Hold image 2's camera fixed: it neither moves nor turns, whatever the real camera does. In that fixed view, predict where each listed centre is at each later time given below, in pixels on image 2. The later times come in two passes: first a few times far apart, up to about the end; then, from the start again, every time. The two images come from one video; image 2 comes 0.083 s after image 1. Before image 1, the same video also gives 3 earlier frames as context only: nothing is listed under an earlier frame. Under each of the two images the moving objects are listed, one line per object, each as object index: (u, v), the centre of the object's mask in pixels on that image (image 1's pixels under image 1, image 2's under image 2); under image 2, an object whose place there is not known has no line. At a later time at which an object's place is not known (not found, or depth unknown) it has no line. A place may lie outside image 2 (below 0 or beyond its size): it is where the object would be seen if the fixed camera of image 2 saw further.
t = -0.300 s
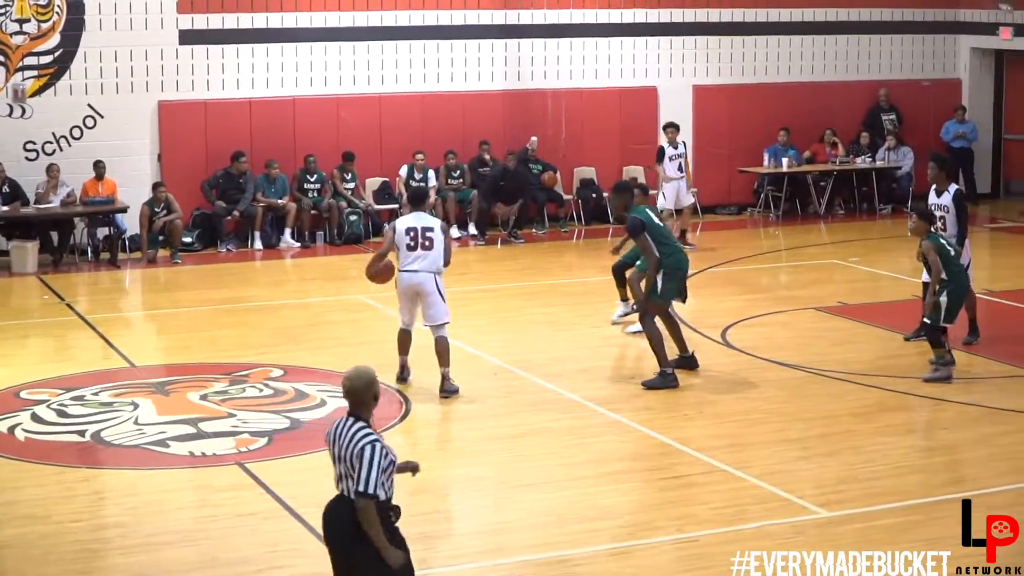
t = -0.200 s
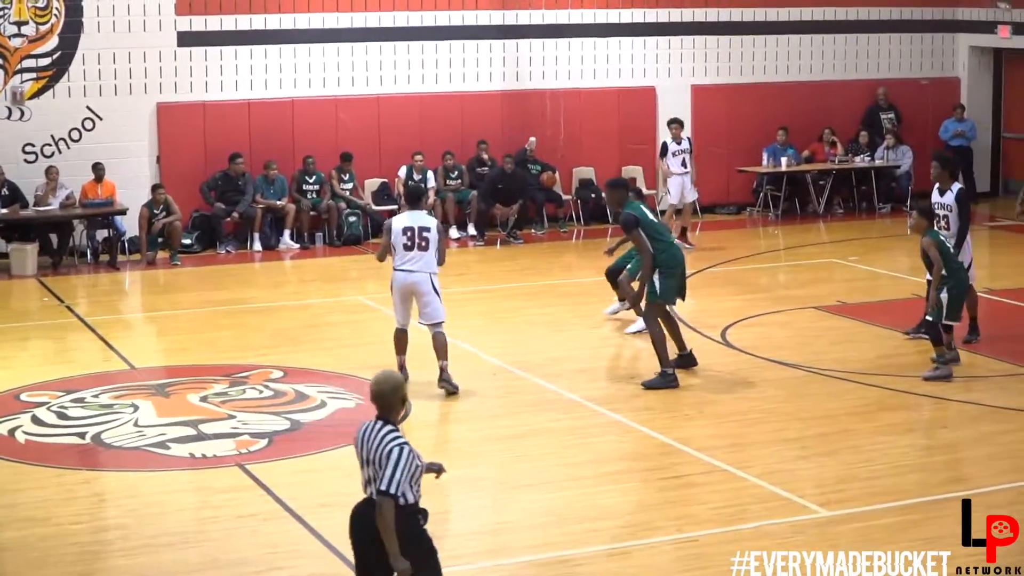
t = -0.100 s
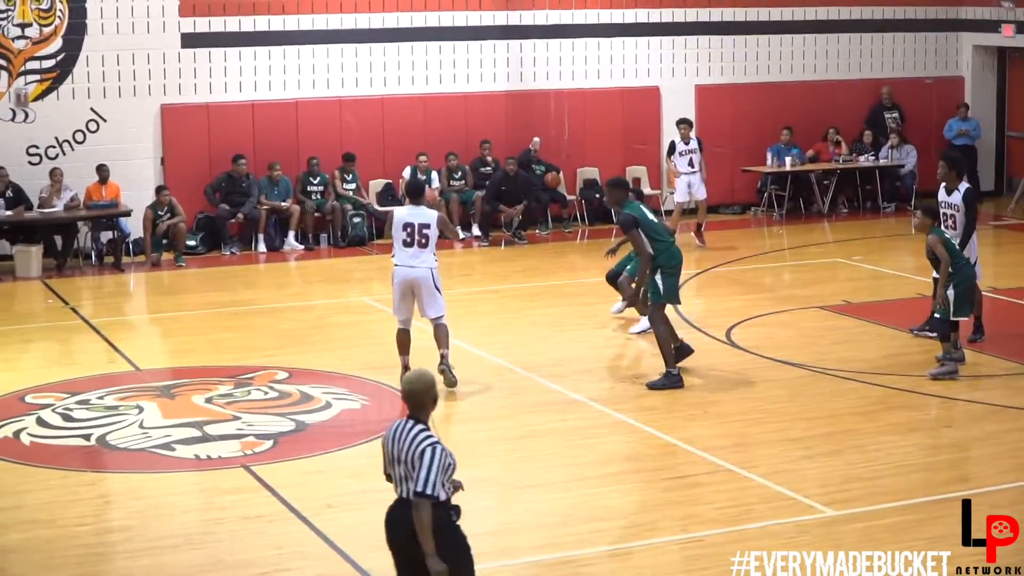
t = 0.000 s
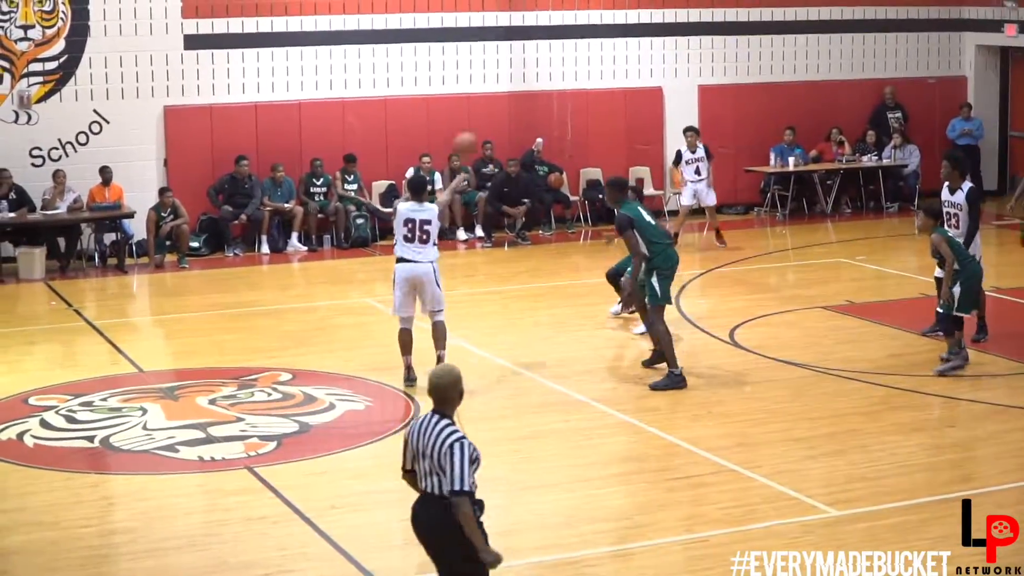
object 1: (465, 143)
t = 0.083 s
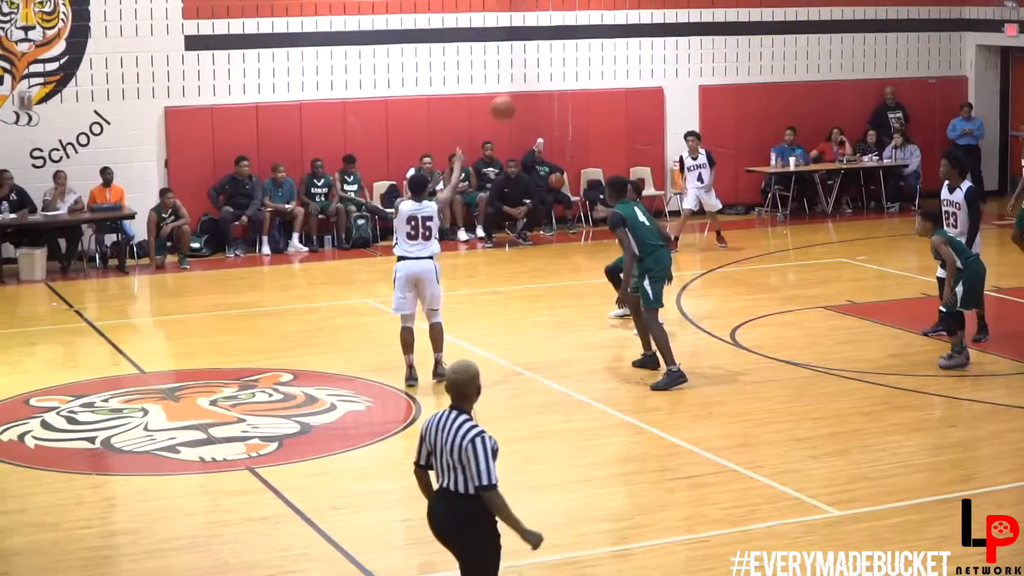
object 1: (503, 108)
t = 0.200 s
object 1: (550, 71)
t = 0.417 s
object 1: (628, 42)
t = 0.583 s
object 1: (680, 52)
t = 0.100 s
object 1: (509, 103)
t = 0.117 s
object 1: (517, 94)
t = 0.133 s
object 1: (524, 89)
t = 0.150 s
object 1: (531, 84)
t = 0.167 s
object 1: (537, 79)
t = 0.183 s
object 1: (544, 75)
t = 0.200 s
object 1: (550, 71)
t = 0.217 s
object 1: (557, 67)
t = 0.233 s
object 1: (563, 63)
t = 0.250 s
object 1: (569, 60)
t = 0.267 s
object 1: (576, 57)
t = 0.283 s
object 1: (582, 54)
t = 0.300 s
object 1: (588, 52)
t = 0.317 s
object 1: (594, 49)
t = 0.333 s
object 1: (600, 47)
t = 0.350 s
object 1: (606, 46)
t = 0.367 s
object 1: (612, 45)
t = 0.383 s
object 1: (617, 44)
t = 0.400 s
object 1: (623, 43)
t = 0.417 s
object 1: (628, 42)
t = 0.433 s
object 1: (634, 42)
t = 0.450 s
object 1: (639, 42)
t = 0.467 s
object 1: (644, 43)
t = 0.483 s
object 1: (650, 43)
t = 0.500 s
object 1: (655, 44)
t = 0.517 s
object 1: (660, 45)
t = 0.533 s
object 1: (665, 46)
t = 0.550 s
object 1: (670, 48)
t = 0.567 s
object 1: (675, 50)
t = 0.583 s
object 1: (680, 52)
